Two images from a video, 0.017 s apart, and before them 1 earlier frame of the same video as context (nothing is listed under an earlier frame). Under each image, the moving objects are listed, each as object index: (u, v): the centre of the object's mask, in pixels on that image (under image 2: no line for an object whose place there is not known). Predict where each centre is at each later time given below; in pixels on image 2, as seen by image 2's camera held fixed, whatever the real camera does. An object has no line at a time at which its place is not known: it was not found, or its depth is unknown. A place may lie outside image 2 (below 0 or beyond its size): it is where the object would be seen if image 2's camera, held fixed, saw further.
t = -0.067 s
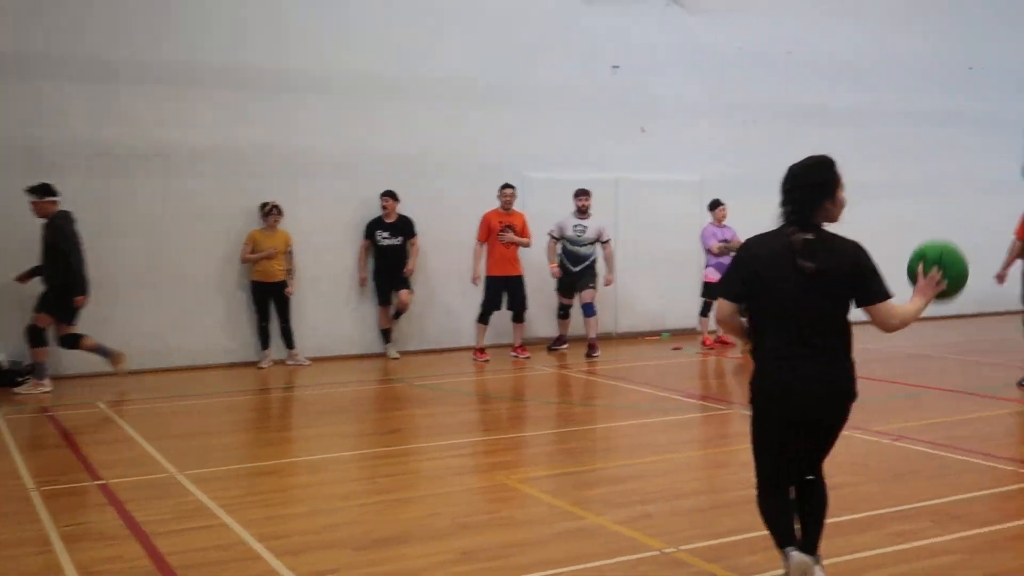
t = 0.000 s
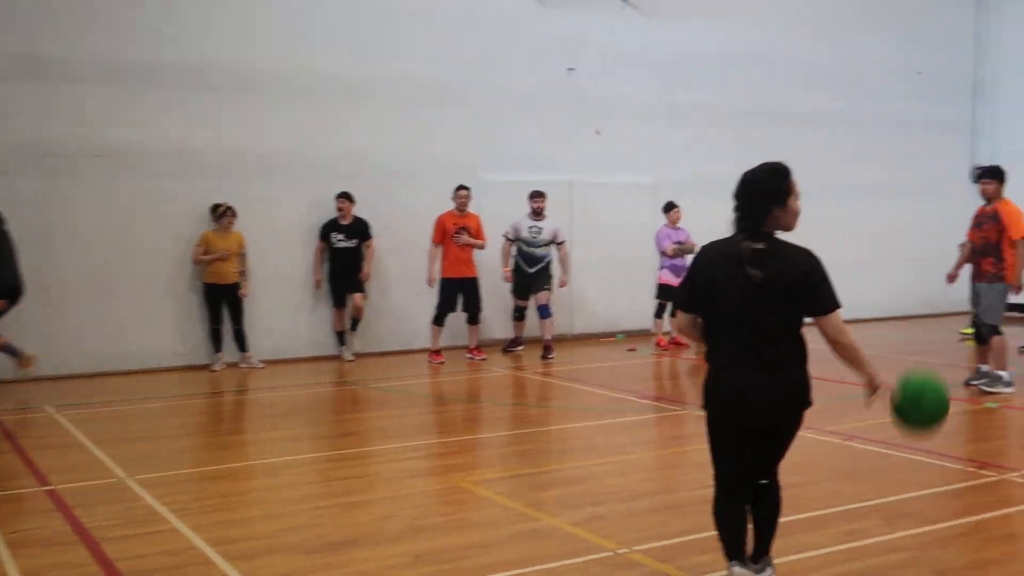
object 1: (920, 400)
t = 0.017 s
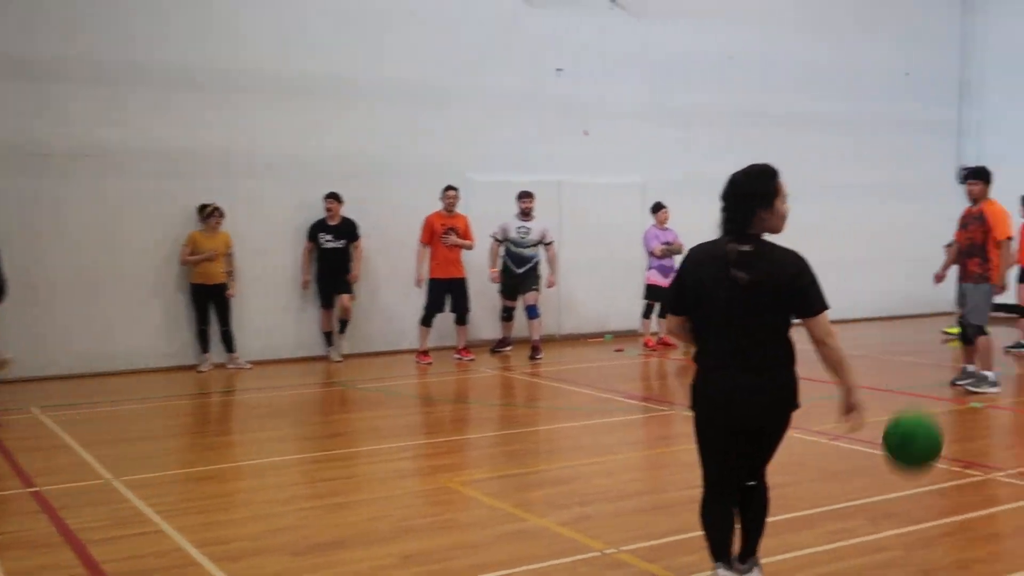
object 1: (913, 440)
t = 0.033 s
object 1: (918, 480)
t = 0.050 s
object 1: (925, 520)
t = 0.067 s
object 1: (931, 557)
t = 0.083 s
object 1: (935, 571)
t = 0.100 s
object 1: (940, 563)
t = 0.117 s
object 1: (945, 553)
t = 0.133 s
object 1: (949, 537)
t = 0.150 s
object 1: (952, 520)
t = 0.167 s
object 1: (957, 505)
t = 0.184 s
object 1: (962, 490)
